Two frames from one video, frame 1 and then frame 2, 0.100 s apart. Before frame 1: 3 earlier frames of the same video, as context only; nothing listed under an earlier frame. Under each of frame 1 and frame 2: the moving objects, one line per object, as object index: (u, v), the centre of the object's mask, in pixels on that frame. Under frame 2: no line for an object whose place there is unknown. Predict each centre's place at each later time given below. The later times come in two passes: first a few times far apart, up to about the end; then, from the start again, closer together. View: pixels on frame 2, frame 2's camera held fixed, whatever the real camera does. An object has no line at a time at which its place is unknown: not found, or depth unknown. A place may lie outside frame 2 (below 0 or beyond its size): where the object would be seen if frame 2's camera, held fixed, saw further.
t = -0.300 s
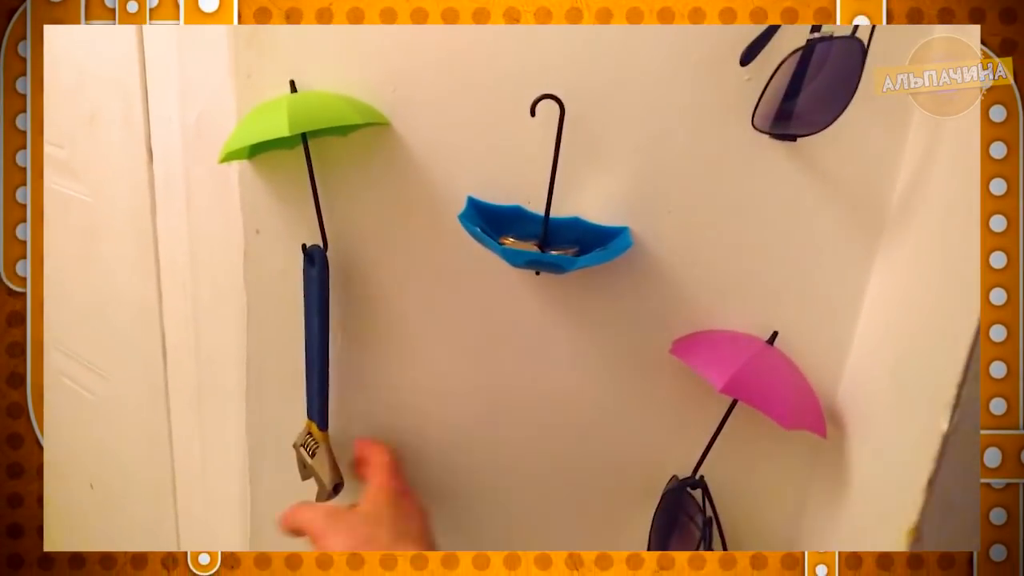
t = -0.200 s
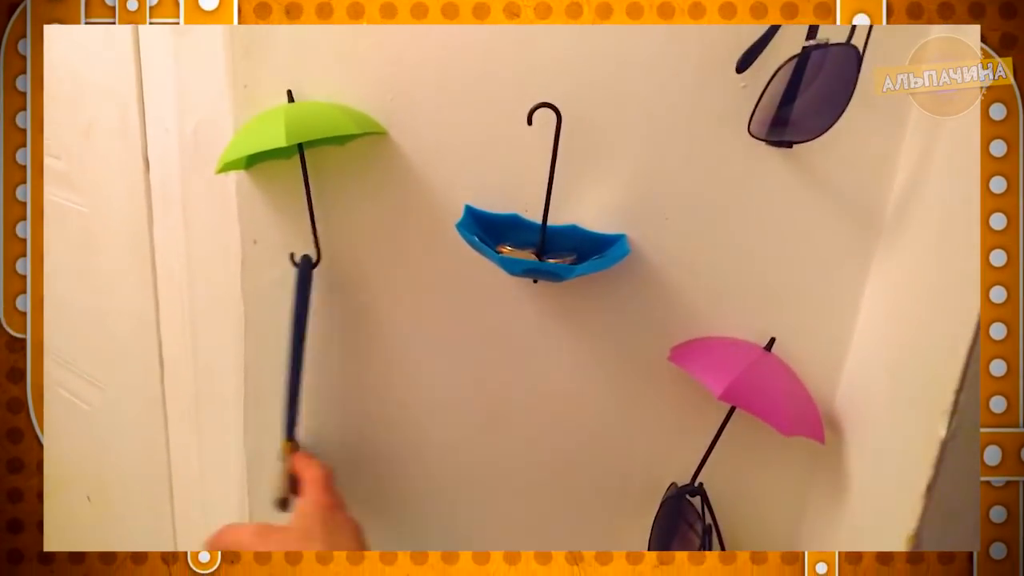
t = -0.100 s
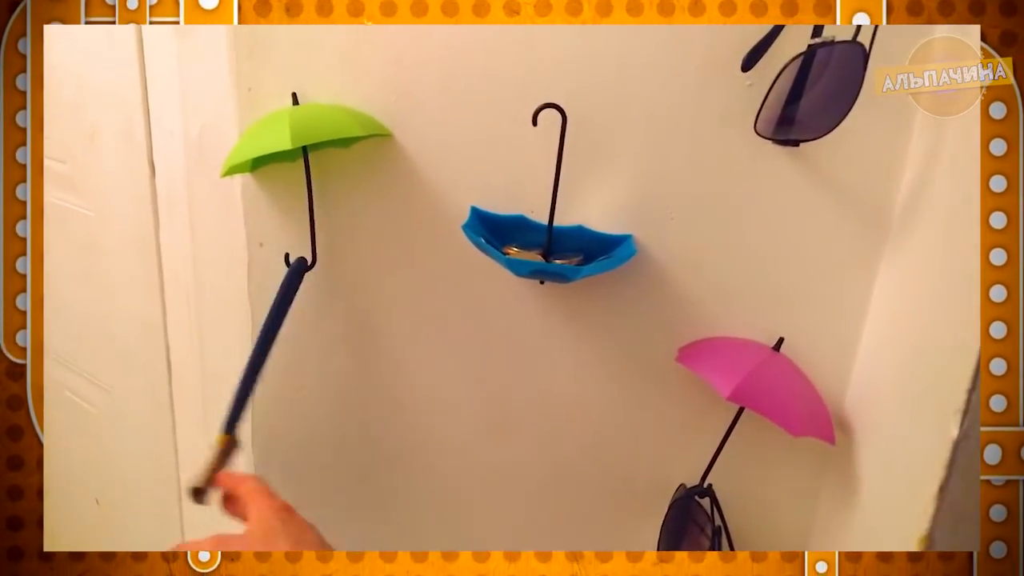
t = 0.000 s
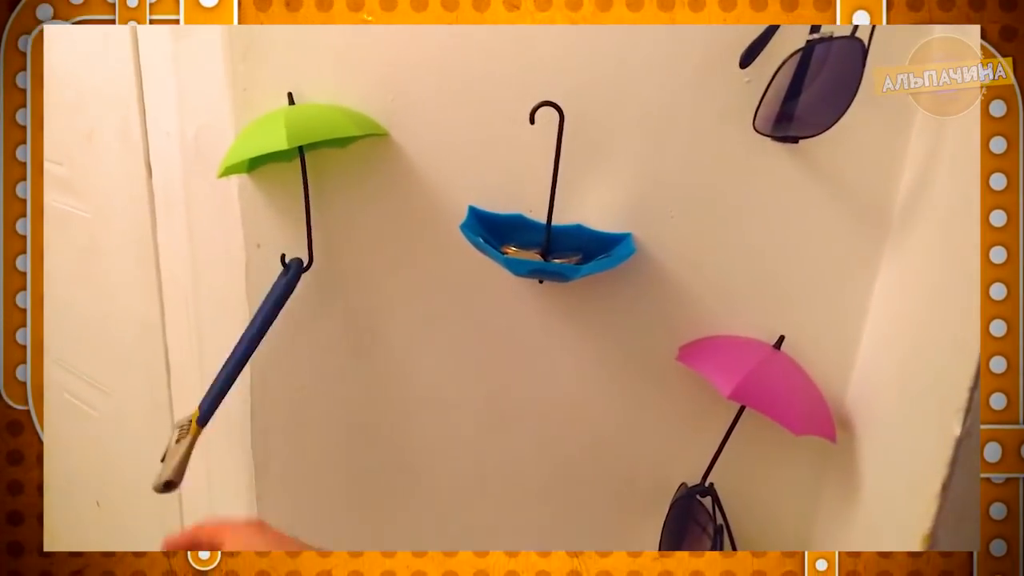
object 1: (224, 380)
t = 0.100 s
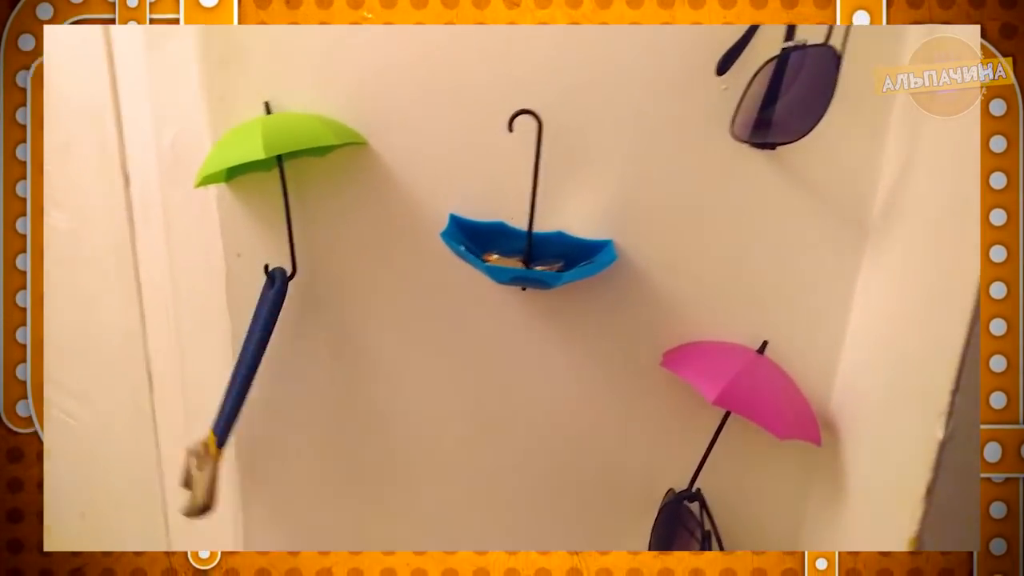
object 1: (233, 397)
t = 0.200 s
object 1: (297, 398)
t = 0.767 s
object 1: (242, 394)
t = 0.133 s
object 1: (252, 401)
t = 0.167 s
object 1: (274, 405)
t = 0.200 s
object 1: (297, 398)
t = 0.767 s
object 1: (242, 394)
